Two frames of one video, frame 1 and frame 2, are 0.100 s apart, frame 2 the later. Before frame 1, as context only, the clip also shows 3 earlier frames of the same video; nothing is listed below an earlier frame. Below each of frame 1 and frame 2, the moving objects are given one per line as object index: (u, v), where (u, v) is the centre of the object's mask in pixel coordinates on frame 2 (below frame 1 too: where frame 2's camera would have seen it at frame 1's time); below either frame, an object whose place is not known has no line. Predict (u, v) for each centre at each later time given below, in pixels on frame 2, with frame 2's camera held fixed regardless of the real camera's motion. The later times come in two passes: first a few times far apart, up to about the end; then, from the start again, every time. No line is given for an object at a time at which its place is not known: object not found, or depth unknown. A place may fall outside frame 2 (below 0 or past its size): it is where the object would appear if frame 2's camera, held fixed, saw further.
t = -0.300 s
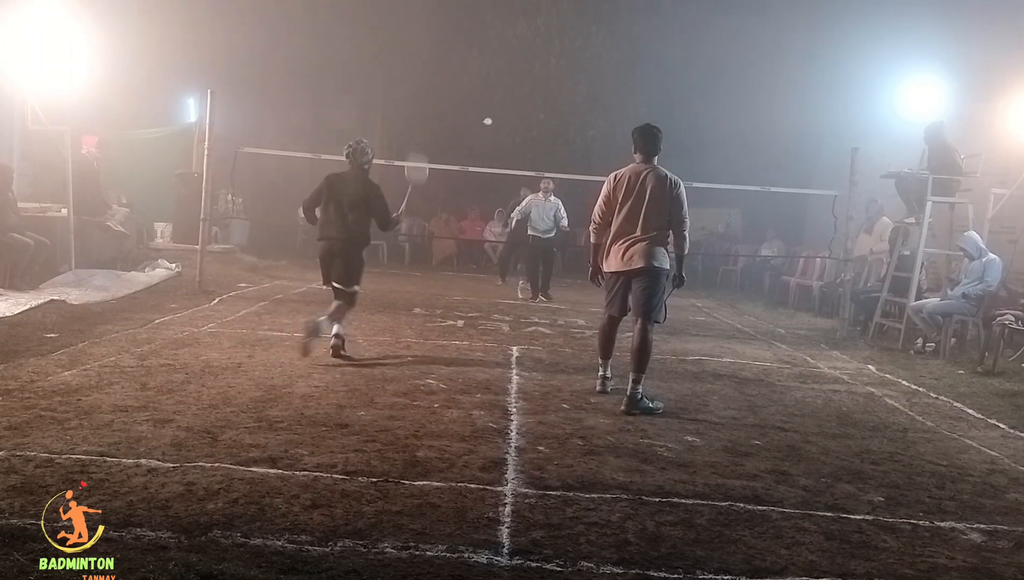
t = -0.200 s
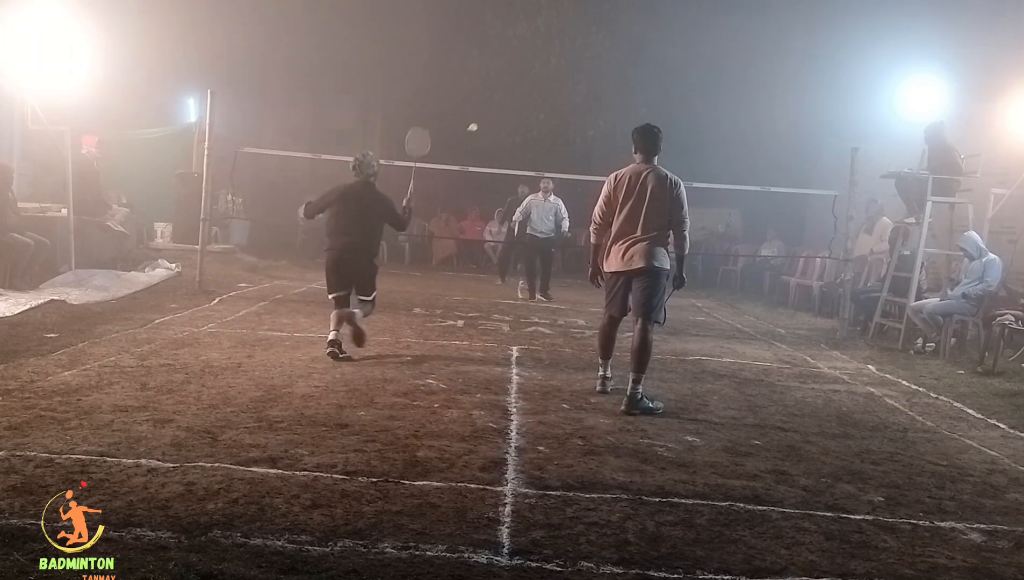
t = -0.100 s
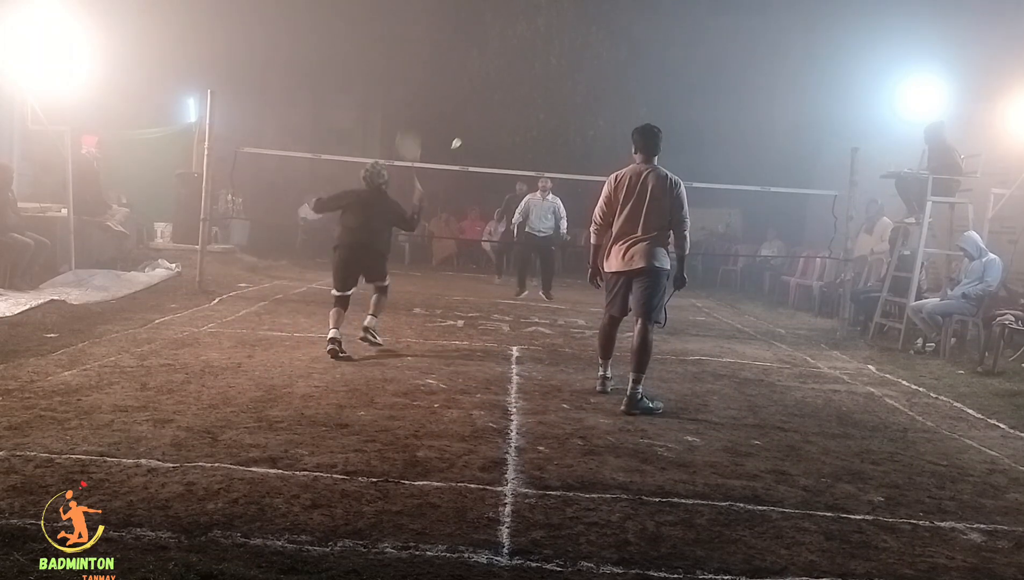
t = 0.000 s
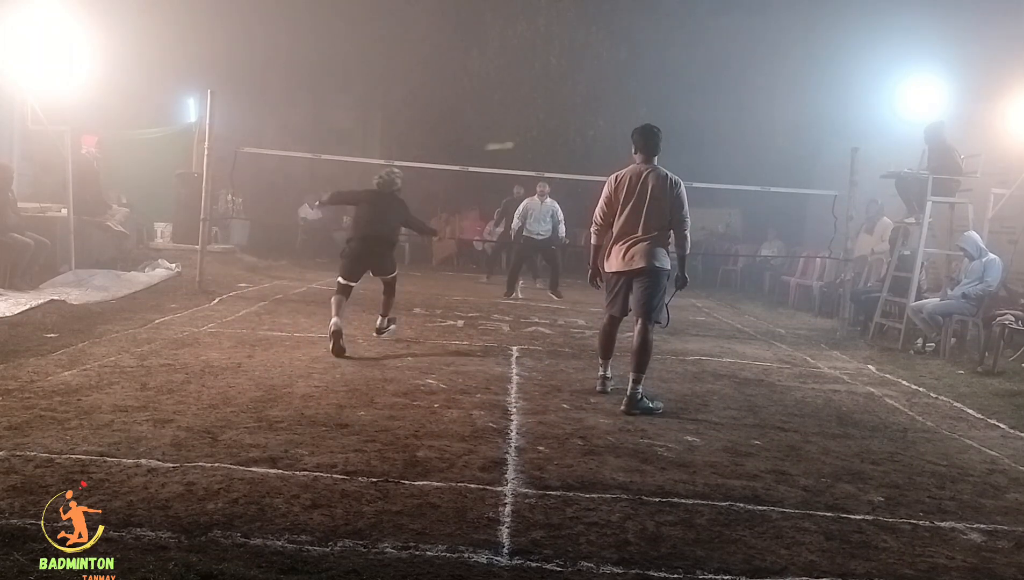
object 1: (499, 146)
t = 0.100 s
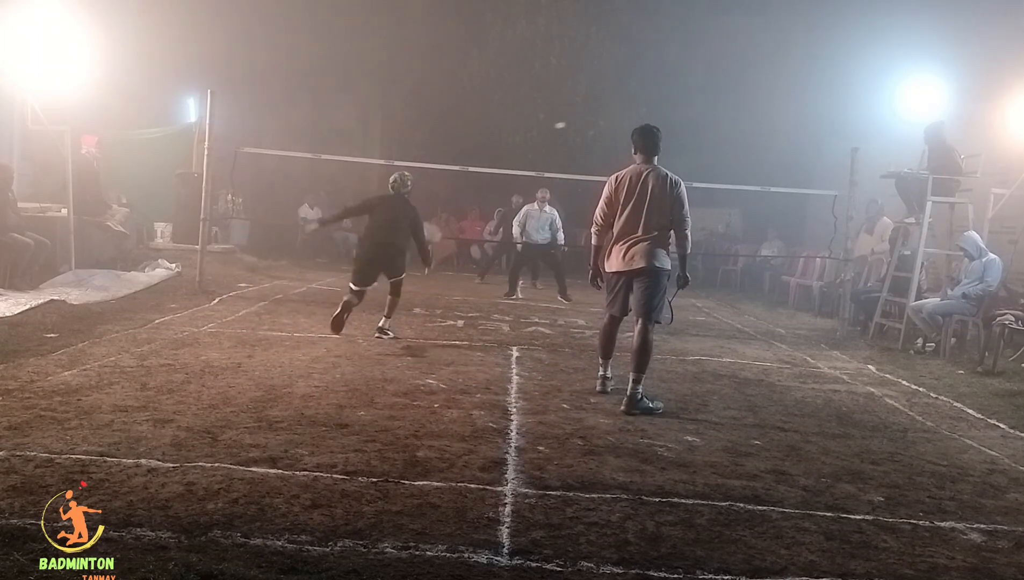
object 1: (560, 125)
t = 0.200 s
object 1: (590, 120)
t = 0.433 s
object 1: (624, 137)
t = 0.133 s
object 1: (572, 122)
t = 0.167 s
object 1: (582, 121)
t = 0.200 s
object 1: (590, 120)
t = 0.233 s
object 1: (597, 121)
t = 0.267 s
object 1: (603, 122)
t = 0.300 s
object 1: (608, 124)
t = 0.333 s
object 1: (613, 126)
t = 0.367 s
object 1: (617, 129)
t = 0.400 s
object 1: (621, 133)
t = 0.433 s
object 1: (624, 137)
